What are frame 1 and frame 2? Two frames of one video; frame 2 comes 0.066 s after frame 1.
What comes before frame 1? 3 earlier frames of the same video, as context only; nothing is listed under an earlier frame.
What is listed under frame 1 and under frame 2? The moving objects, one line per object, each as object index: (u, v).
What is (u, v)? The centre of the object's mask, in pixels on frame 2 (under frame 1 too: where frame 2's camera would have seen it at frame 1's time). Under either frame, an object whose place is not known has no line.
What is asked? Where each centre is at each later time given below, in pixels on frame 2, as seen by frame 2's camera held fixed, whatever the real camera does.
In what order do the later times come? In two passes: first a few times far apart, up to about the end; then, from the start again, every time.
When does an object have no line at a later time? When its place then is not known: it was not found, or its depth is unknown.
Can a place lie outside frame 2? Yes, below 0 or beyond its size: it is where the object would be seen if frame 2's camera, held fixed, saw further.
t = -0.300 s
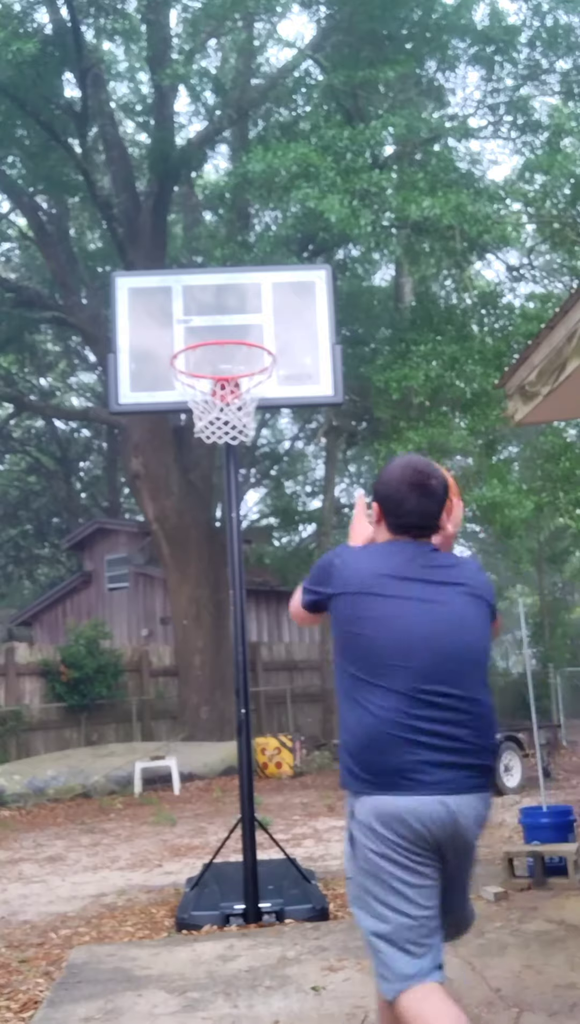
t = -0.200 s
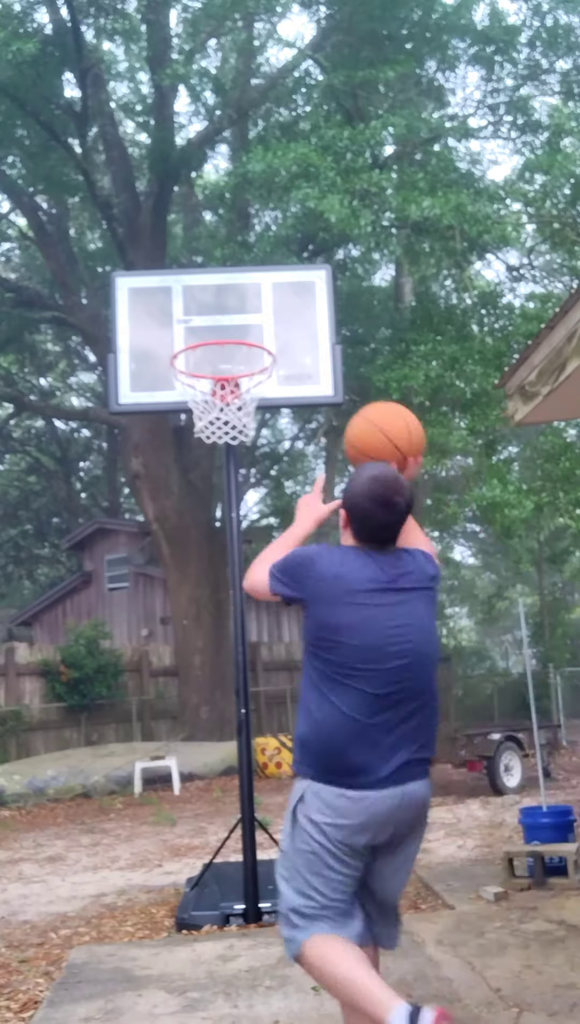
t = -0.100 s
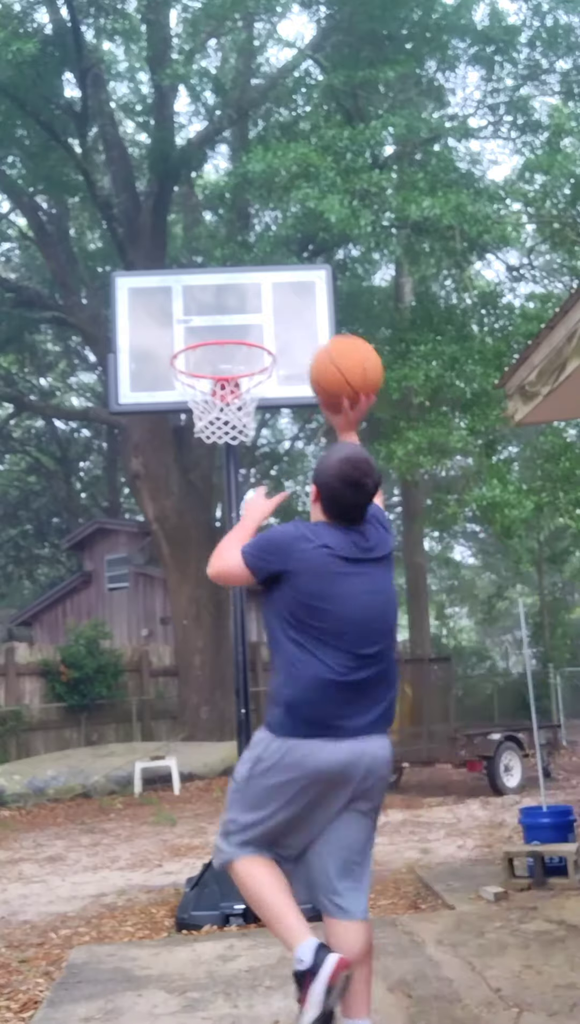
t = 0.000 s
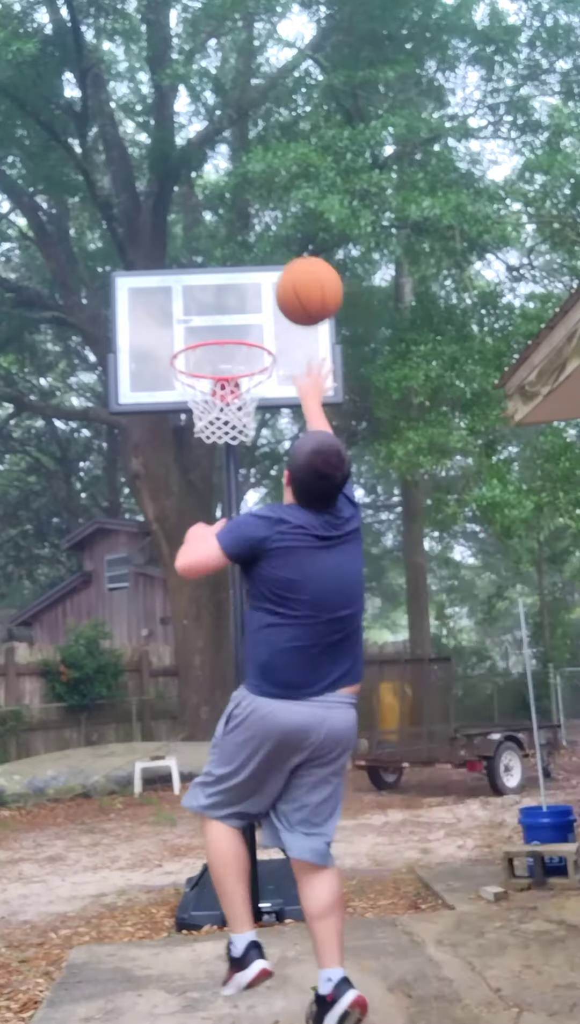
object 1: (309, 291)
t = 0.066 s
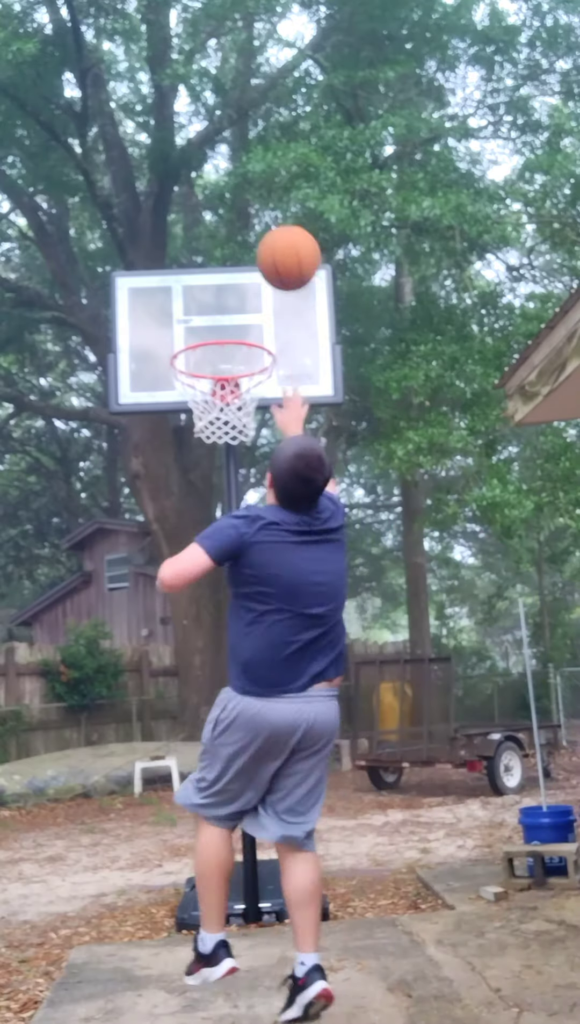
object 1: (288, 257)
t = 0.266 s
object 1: (245, 232)
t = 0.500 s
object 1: (214, 281)
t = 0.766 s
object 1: (219, 362)
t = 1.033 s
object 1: (271, 392)
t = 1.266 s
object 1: (236, 447)
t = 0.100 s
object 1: (280, 246)
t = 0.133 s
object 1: (272, 238)
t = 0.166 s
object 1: (264, 233)
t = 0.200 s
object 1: (258, 231)
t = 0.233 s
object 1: (252, 230)
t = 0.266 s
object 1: (245, 232)
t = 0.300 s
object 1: (240, 236)
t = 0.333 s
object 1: (234, 242)
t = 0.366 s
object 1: (229, 250)
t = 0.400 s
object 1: (225, 259)
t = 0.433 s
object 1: (221, 271)
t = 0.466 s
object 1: (217, 278)
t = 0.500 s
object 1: (214, 281)
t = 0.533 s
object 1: (211, 286)
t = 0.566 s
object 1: (207, 294)
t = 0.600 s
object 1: (205, 305)
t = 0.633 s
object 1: (201, 316)
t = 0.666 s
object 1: (199, 330)
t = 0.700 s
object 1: (196, 349)
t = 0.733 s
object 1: (206, 355)
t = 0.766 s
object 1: (219, 362)
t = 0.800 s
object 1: (232, 369)
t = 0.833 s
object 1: (245, 381)
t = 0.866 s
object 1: (257, 390)
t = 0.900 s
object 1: (265, 390)
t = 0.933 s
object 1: (270, 389)
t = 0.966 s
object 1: (272, 390)
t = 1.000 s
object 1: (272, 390)
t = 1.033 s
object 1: (271, 392)
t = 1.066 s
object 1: (269, 396)
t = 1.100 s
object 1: (265, 404)
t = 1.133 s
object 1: (261, 410)
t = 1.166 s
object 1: (256, 419)
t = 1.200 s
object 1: (250, 427)
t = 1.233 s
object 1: (242, 437)
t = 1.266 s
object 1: (236, 447)
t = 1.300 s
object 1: (228, 460)
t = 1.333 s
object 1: (222, 474)
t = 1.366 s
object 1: (215, 491)
